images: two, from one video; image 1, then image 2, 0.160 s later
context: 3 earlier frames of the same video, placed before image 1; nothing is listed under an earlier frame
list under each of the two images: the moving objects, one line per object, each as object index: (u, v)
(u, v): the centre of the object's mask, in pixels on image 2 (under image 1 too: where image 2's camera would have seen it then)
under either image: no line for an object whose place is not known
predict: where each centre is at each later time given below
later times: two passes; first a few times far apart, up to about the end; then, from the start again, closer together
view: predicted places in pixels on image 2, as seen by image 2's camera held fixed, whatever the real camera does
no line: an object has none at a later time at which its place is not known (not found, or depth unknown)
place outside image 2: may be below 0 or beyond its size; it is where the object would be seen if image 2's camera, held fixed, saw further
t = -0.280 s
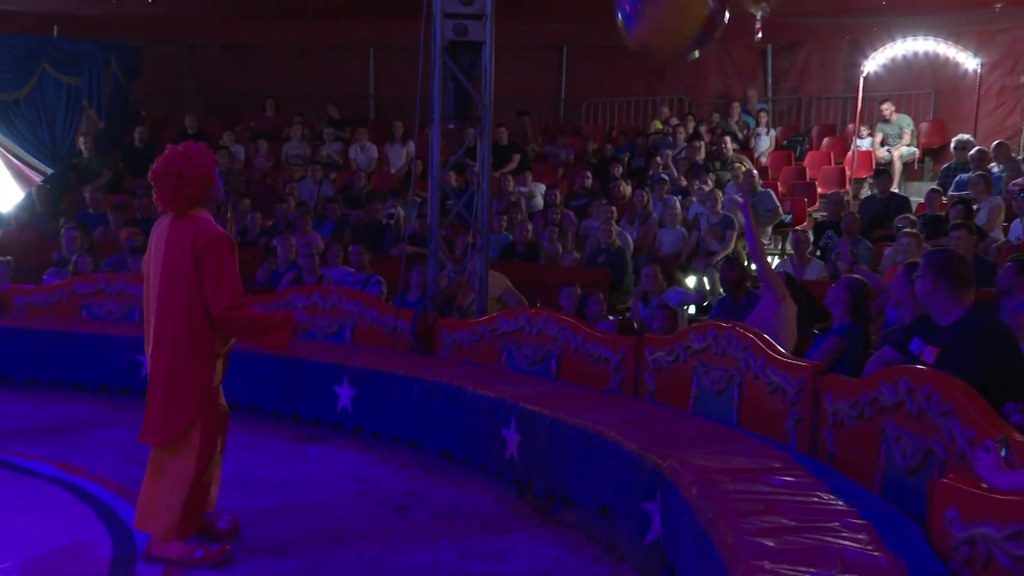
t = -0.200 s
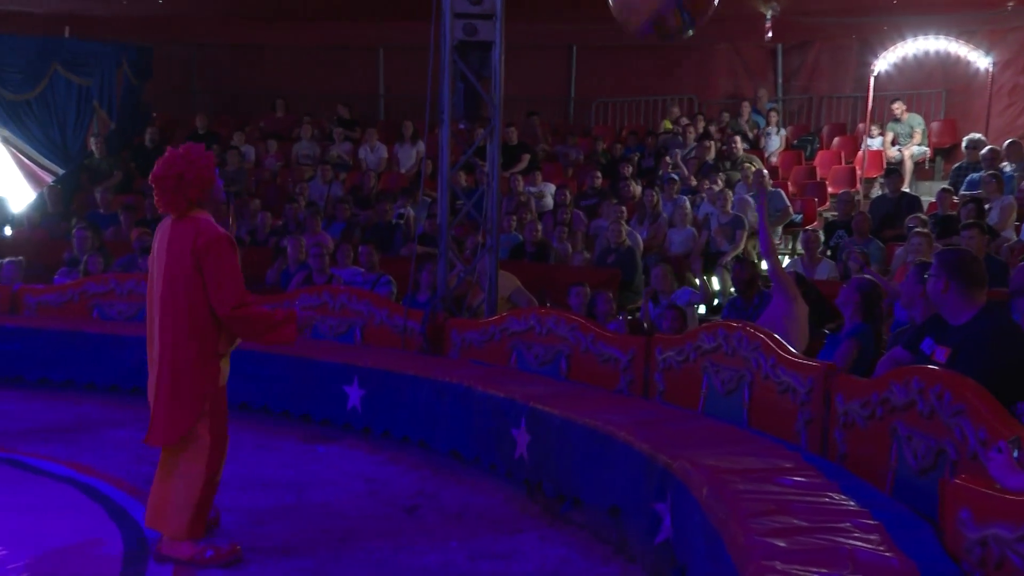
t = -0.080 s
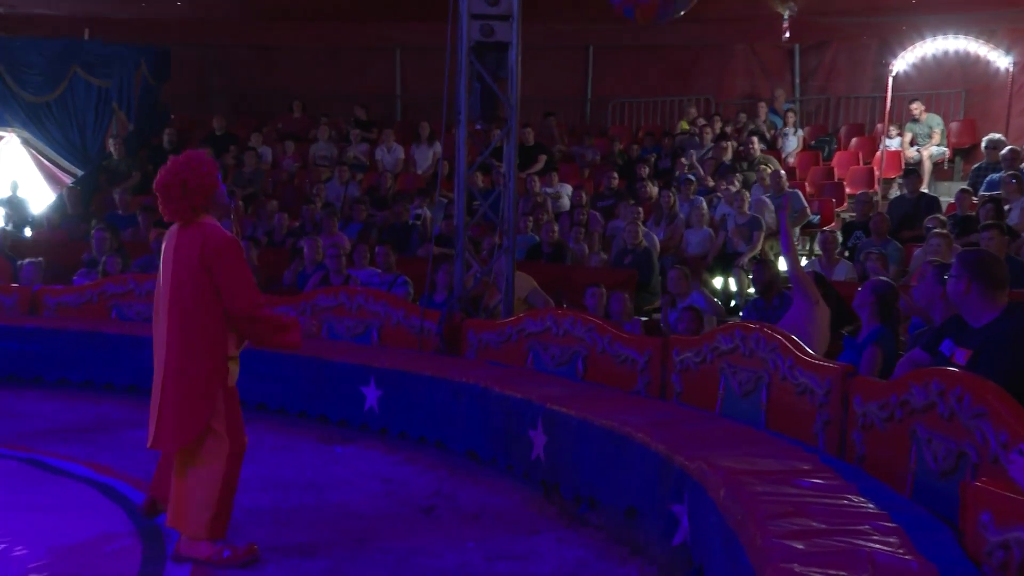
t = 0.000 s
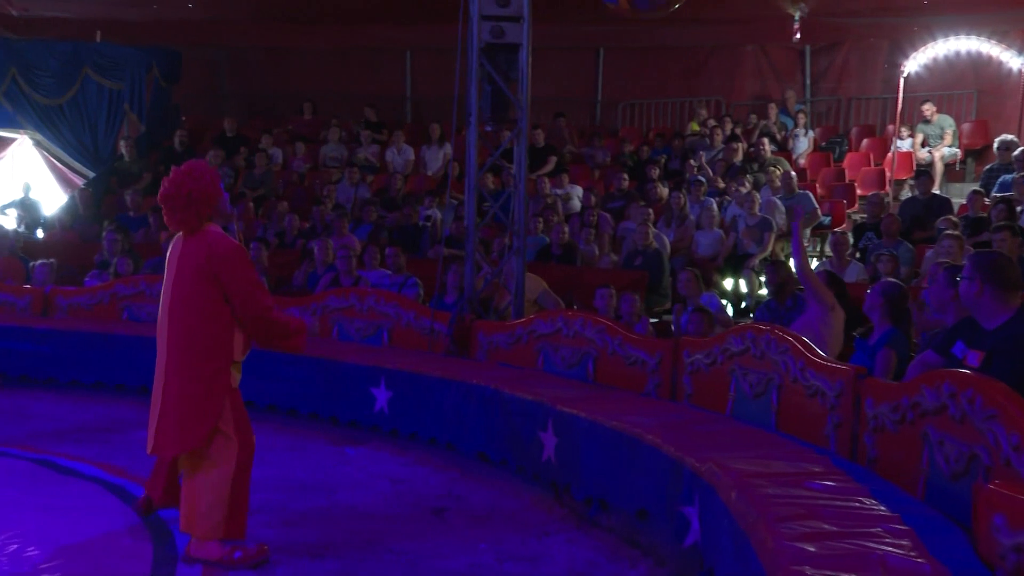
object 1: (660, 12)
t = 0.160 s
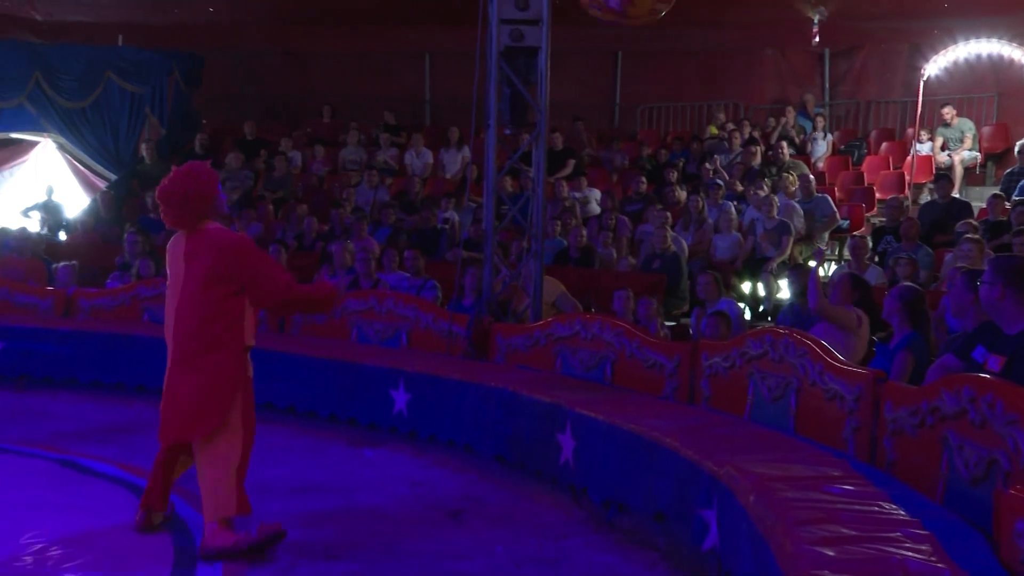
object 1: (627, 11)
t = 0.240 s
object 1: (610, 14)
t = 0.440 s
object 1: (570, 38)
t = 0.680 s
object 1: (522, 145)
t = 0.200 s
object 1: (618, 13)
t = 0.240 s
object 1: (610, 14)
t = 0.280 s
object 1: (602, 16)
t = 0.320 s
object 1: (595, 17)
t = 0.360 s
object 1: (587, 22)
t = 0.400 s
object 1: (578, 28)
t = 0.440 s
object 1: (570, 38)
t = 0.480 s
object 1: (561, 52)
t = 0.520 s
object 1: (554, 67)
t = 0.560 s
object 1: (546, 87)
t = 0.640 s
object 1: (530, 124)
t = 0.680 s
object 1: (522, 145)
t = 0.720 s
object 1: (513, 167)
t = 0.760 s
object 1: (504, 190)
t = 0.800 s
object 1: (497, 215)
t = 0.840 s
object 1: (489, 243)
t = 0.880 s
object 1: (483, 267)
